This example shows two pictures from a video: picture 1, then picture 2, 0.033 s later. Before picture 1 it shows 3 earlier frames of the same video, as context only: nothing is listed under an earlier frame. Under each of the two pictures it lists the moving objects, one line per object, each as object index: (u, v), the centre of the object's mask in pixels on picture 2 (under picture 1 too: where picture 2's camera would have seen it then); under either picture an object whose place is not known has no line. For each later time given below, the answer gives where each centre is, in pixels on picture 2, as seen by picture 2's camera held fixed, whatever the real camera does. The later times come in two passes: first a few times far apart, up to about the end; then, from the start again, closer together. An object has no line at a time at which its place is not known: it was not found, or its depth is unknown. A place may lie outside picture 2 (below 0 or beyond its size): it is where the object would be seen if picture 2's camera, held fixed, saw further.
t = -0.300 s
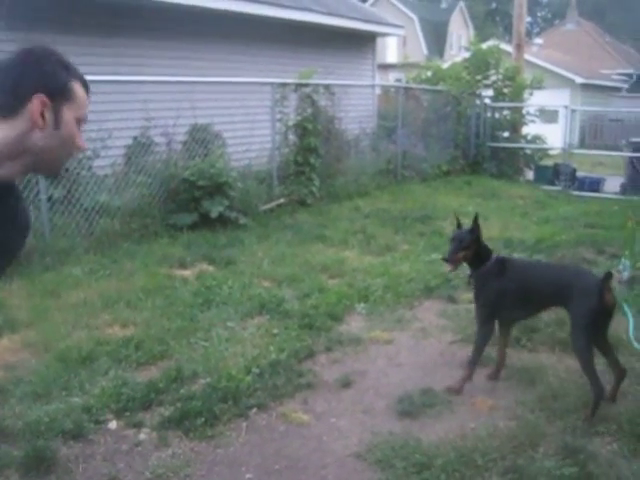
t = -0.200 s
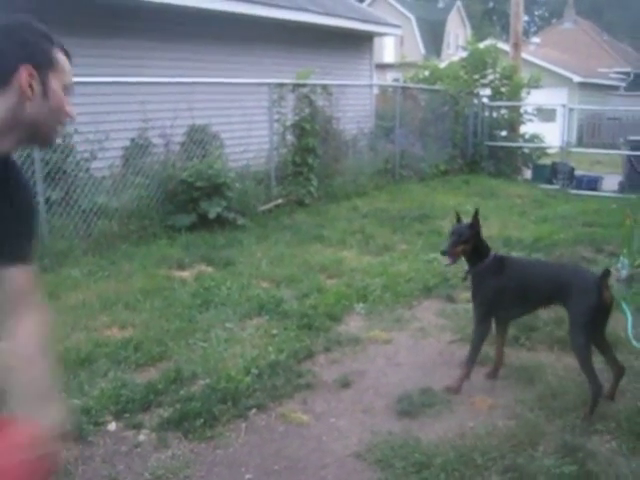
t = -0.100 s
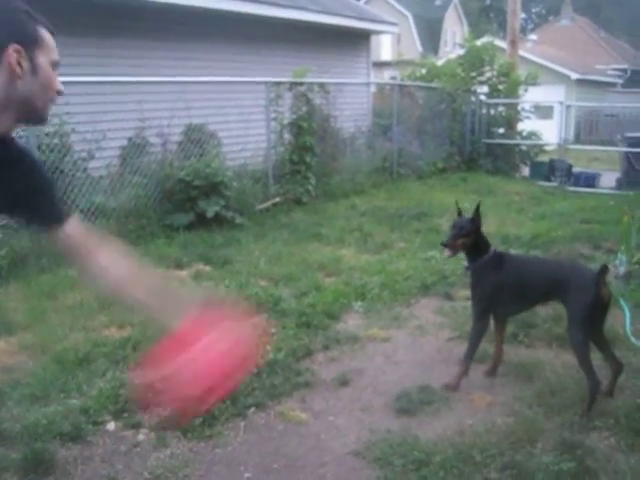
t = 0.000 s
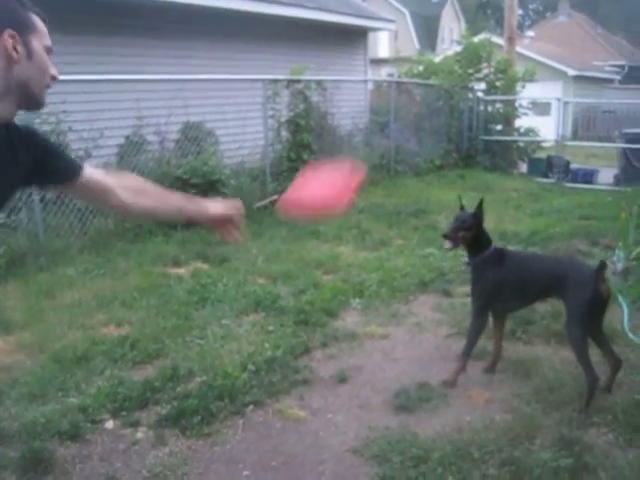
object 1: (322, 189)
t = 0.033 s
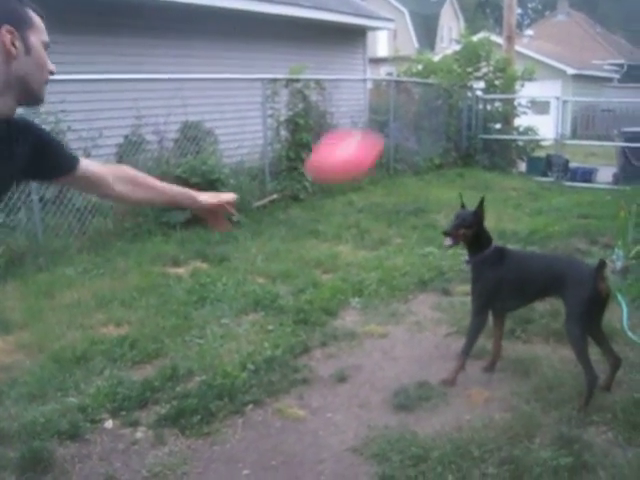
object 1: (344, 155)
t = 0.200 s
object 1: (419, 71)
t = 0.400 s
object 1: (463, 50)
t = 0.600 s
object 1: (484, 55)
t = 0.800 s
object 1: (496, 69)
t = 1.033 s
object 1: (508, 89)
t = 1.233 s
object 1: (520, 109)
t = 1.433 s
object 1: (535, 134)
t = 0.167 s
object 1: (408, 81)
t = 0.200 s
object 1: (419, 71)
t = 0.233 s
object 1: (429, 64)
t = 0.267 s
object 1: (436, 60)
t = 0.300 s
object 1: (443, 56)
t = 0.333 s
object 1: (452, 53)
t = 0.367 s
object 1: (459, 51)
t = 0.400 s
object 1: (463, 50)
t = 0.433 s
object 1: (467, 50)
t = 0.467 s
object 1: (471, 50)
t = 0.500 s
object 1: (474, 51)
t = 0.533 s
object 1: (478, 52)
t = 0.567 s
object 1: (481, 53)
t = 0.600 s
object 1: (484, 55)
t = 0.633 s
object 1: (489, 57)
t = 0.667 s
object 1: (489, 58)
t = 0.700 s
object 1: (491, 60)
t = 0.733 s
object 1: (493, 63)
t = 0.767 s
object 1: (494, 67)
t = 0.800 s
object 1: (496, 69)
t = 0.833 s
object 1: (497, 72)
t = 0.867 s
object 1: (499, 74)
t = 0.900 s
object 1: (501, 77)
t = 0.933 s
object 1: (502, 81)
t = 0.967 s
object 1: (506, 83)
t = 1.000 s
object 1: (506, 87)
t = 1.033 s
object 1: (508, 89)
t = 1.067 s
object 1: (509, 92)
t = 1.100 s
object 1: (512, 96)
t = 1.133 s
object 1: (513, 99)
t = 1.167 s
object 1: (515, 103)
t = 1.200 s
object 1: (518, 106)
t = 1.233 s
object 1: (520, 109)
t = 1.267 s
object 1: (522, 112)
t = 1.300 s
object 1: (525, 116)
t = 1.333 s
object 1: (526, 120)
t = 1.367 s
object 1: (530, 125)
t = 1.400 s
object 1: (532, 129)
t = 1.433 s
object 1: (535, 134)
